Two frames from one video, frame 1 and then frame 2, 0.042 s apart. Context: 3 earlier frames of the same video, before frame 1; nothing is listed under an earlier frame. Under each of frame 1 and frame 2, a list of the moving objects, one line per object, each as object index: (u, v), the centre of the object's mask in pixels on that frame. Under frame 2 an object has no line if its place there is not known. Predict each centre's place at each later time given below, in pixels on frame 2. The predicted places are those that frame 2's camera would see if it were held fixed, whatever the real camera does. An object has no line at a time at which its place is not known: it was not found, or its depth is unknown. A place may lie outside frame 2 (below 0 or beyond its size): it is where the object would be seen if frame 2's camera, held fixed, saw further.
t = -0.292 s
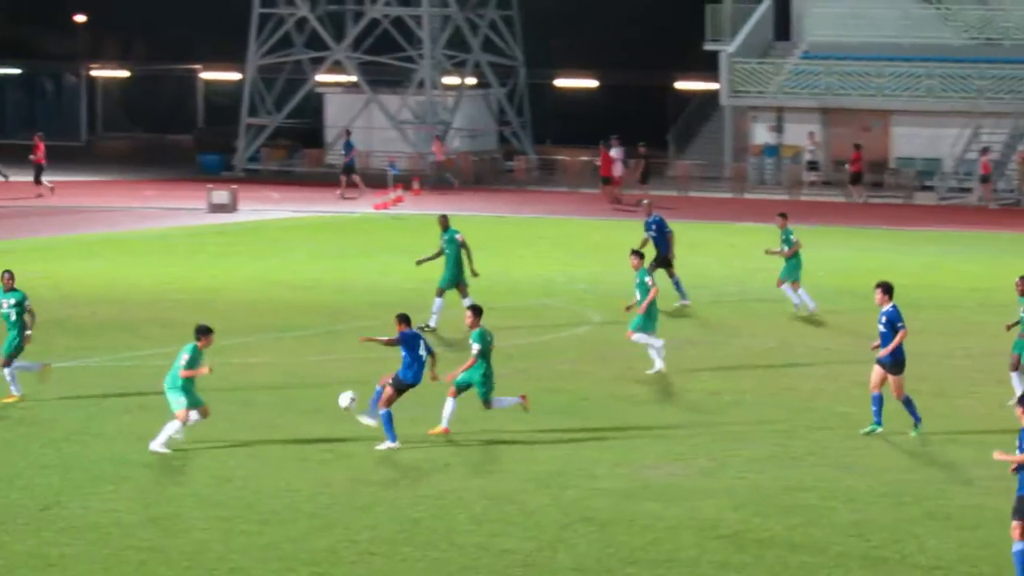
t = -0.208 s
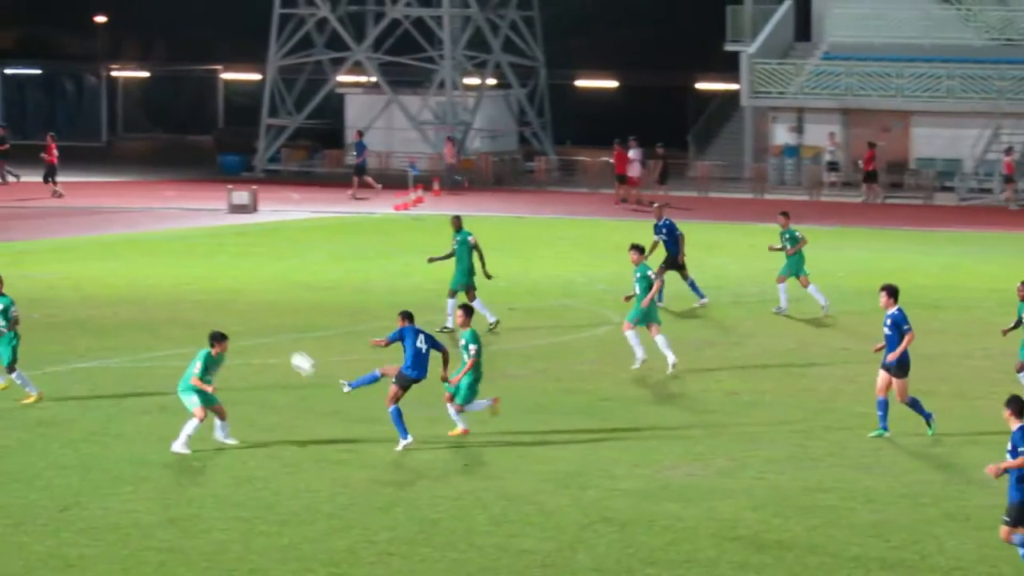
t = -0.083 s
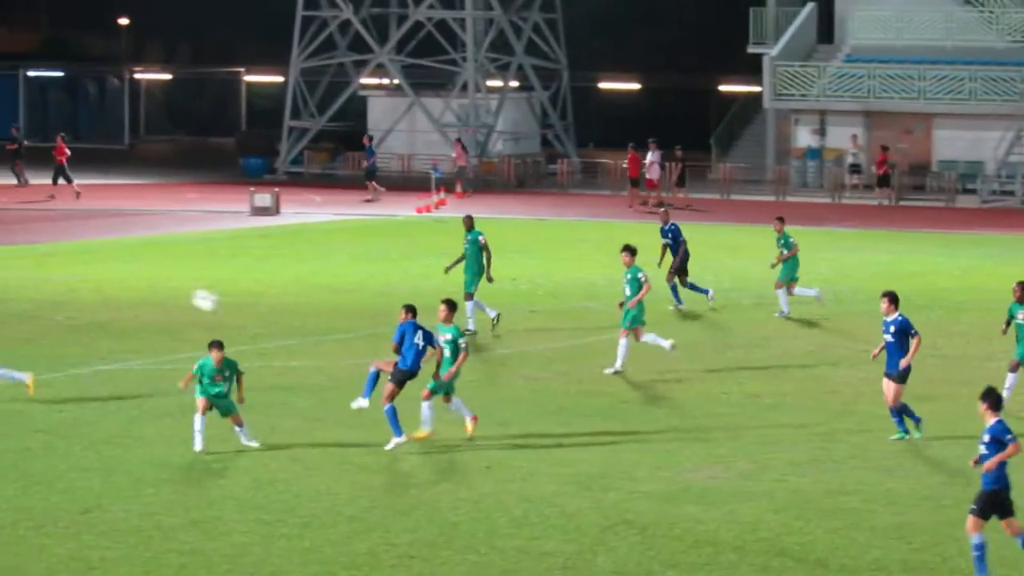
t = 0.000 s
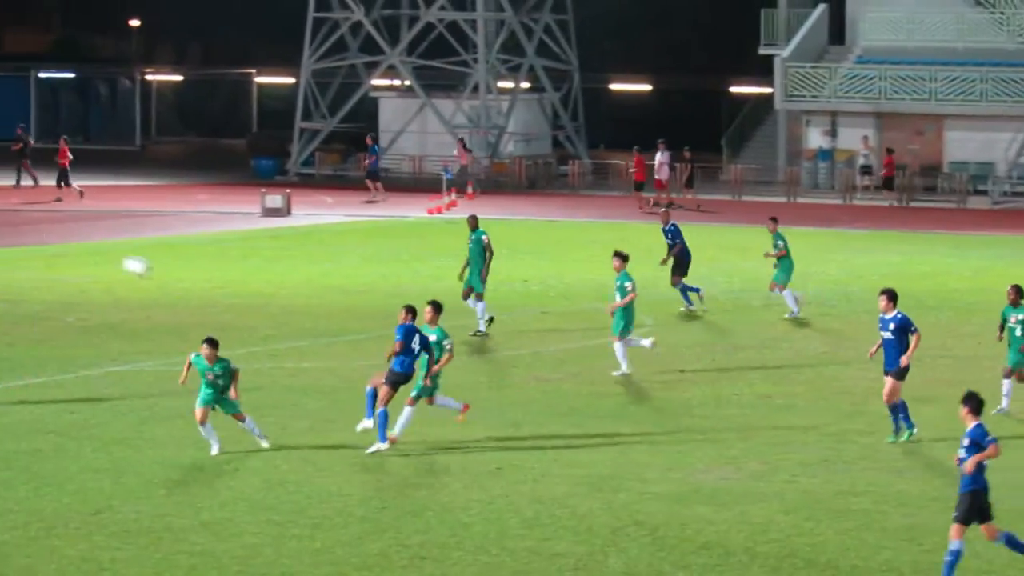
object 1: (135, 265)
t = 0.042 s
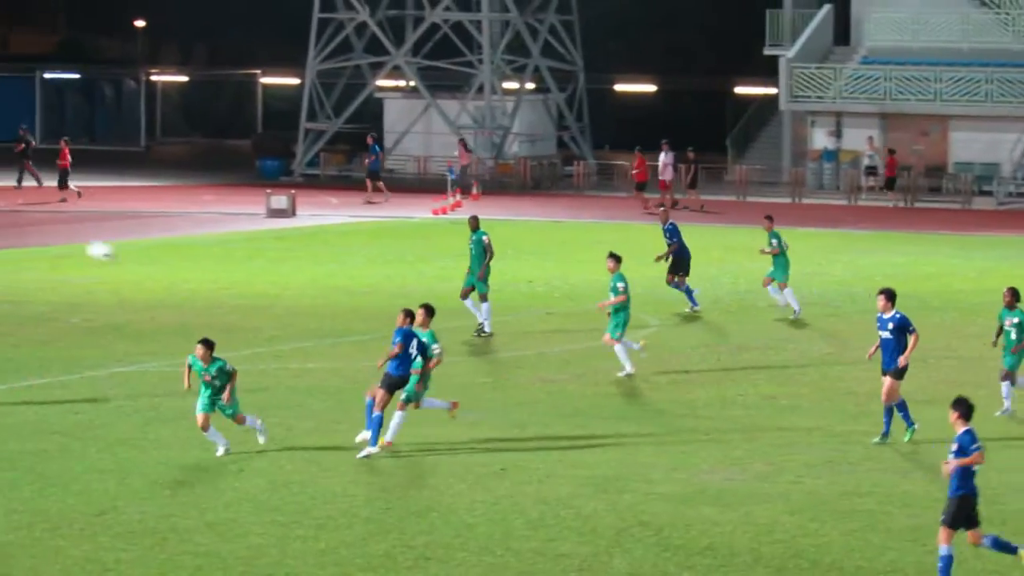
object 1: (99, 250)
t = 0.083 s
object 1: (59, 237)
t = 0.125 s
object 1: (19, 225)
